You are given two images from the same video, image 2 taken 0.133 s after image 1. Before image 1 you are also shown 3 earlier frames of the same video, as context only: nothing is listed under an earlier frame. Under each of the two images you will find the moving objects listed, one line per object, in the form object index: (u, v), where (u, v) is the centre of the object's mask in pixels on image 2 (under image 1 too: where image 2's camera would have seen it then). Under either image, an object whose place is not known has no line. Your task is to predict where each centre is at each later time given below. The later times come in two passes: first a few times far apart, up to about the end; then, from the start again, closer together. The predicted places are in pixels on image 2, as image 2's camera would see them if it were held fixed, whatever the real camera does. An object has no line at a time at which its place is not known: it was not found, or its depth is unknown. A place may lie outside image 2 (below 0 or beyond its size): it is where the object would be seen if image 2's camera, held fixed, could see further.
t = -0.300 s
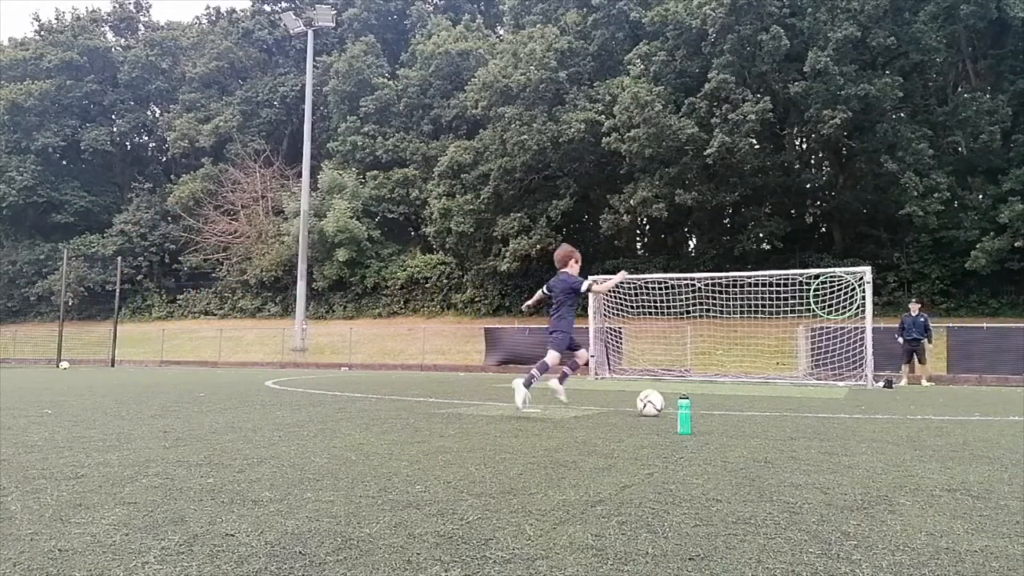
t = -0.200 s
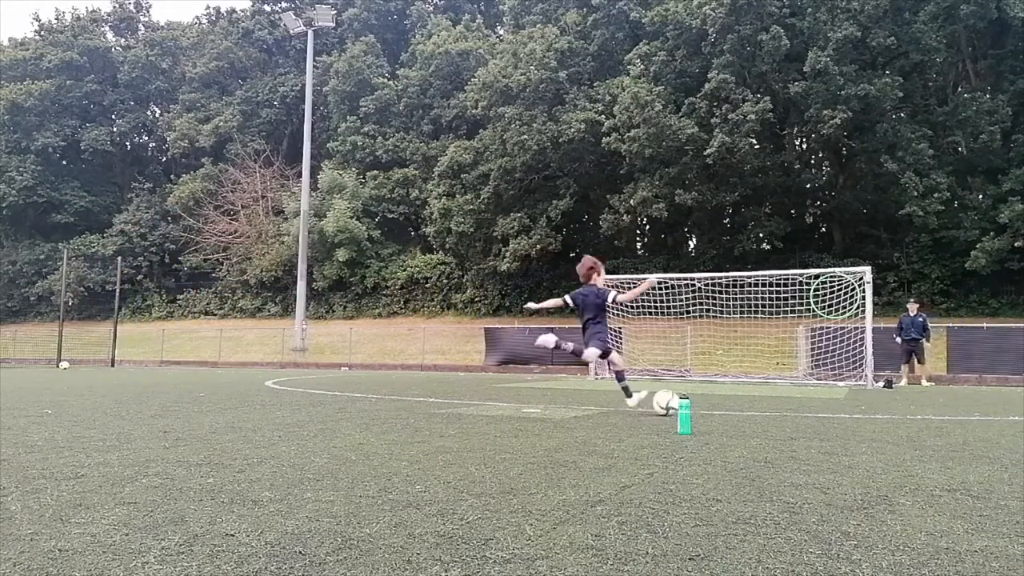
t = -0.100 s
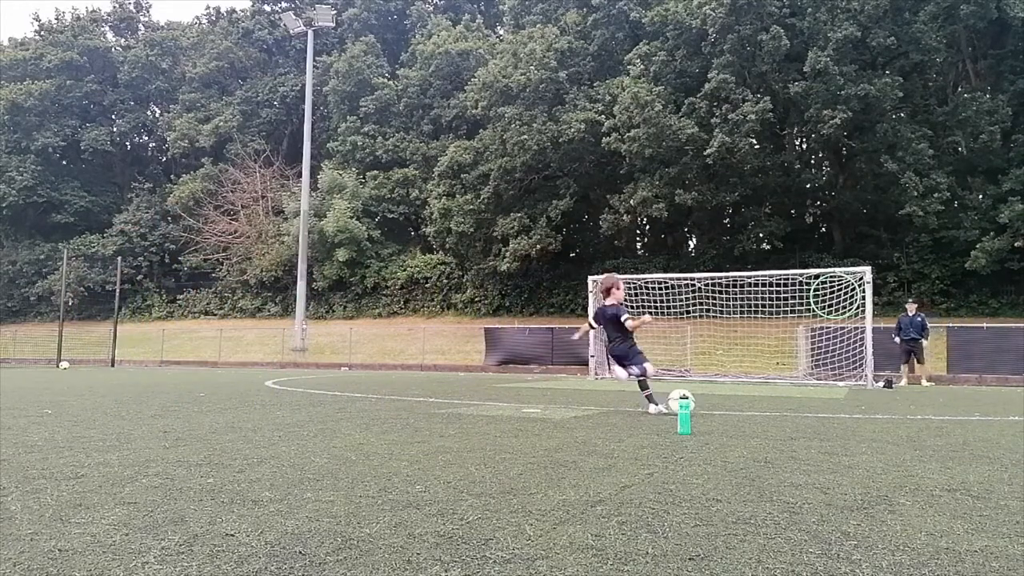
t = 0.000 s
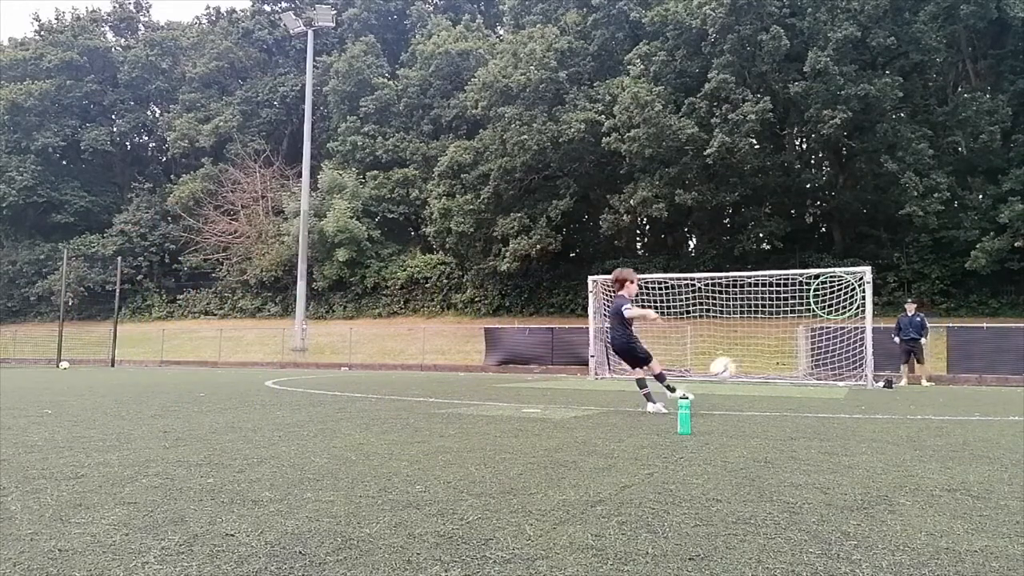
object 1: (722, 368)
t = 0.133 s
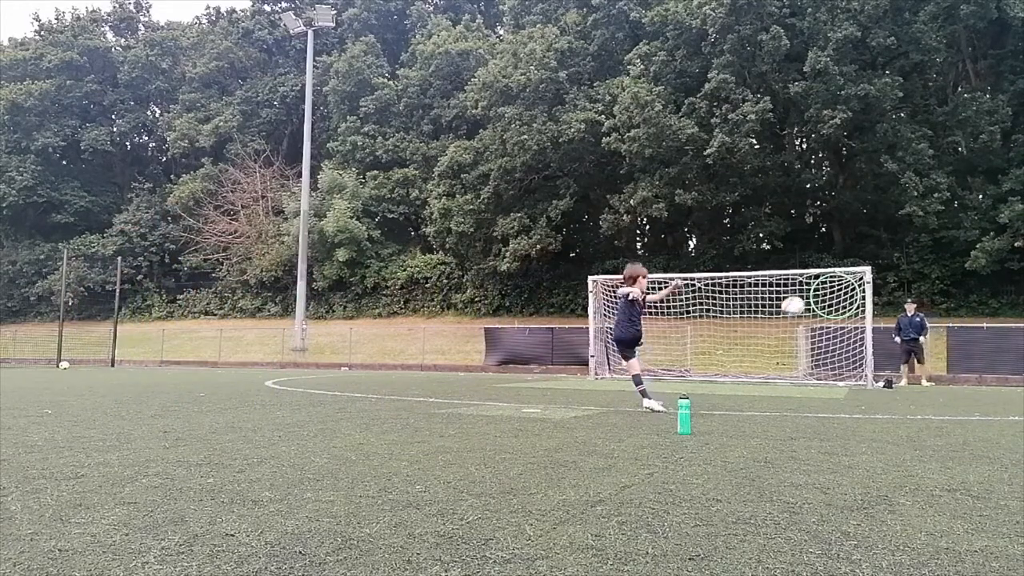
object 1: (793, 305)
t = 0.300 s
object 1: (851, 269)
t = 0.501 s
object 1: (899, 263)
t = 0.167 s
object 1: (806, 296)
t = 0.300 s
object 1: (851, 269)
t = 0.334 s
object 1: (860, 266)
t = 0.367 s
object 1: (869, 264)
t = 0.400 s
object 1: (877, 263)
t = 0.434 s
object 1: (884, 263)
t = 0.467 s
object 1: (892, 262)
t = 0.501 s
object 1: (899, 263)
